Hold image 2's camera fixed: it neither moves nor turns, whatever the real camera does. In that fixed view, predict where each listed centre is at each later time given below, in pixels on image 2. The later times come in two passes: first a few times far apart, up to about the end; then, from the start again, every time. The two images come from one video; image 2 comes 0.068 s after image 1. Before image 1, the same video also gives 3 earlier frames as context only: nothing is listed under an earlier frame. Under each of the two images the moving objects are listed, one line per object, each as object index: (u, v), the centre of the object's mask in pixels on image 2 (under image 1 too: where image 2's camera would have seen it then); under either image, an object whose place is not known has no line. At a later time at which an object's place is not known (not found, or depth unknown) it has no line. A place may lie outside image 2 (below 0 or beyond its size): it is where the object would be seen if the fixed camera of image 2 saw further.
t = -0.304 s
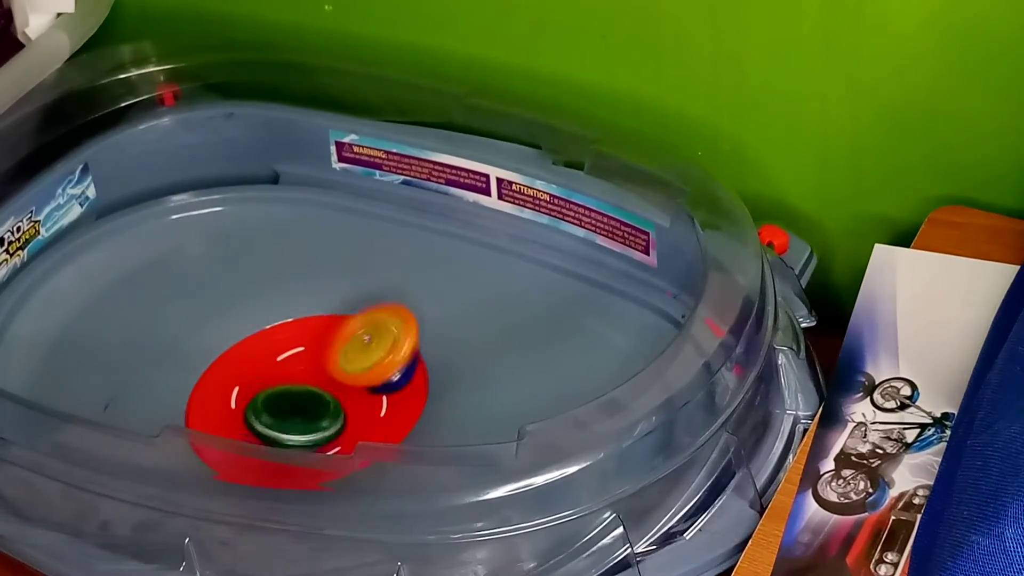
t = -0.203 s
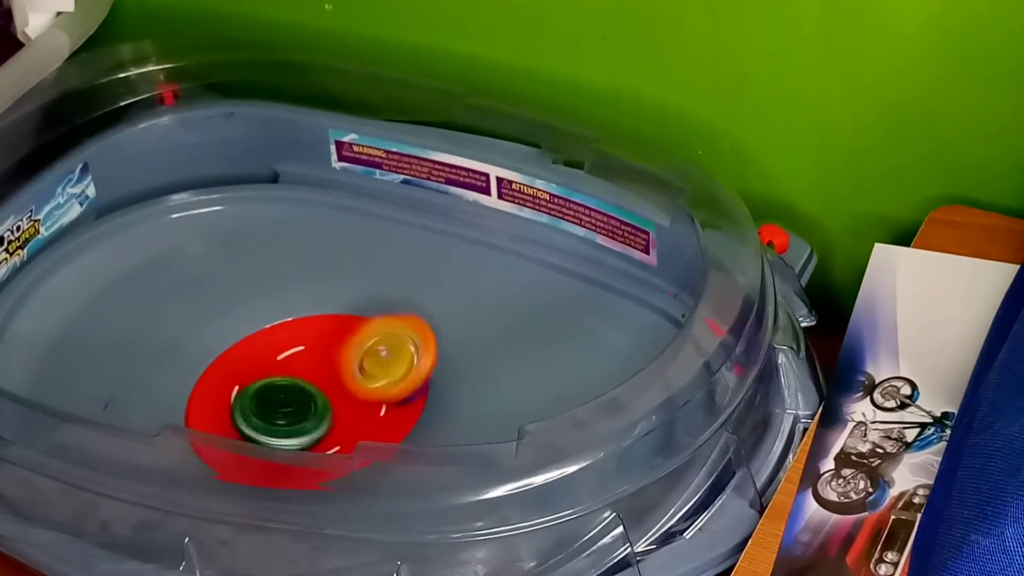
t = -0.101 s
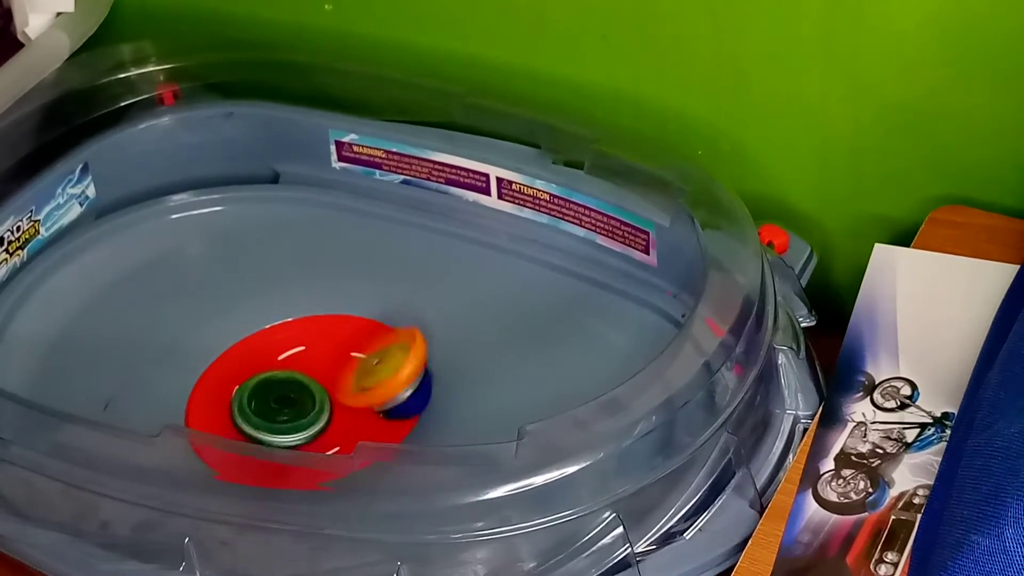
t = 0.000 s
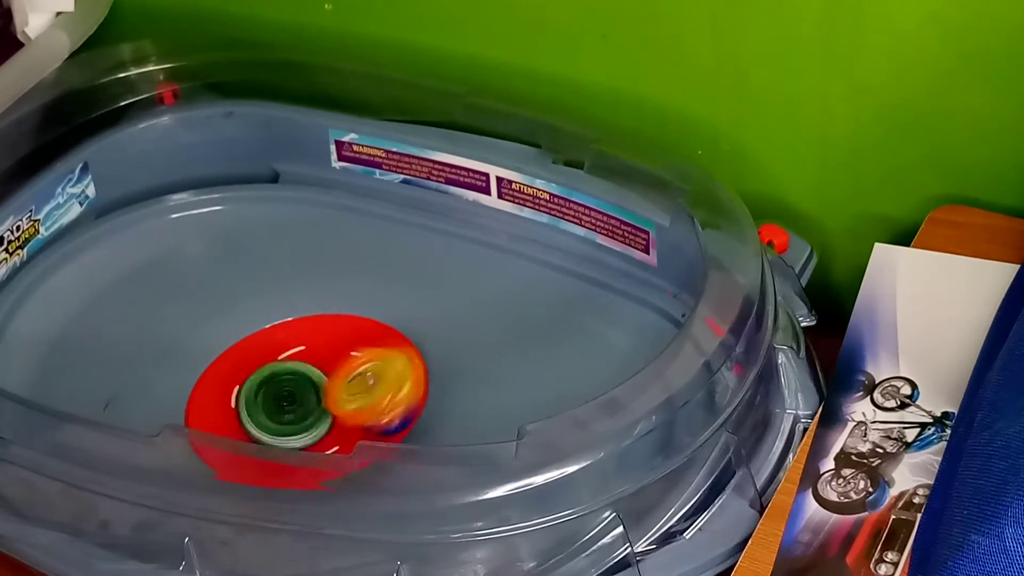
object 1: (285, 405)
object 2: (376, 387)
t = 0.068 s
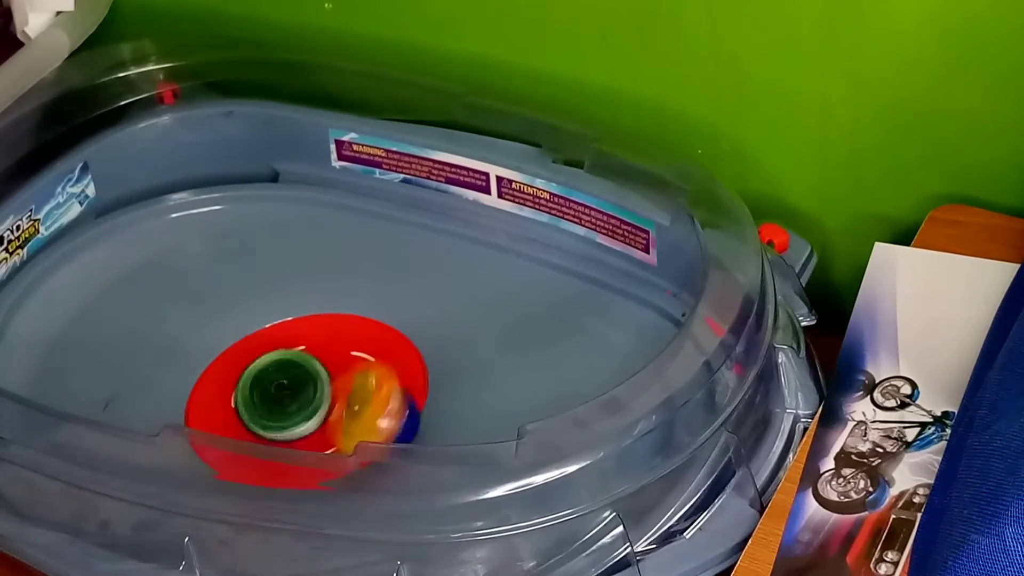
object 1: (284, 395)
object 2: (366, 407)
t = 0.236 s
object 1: (289, 372)
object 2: (319, 421)
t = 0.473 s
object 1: (295, 374)
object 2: (231, 401)
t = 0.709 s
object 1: (303, 387)
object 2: (207, 364)
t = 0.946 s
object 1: (296, 386)
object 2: (221, 377)
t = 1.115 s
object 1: (290, 384)
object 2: (220, 374)
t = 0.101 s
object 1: (285, 387)
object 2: (358, 413)
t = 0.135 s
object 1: (288, 385)
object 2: (350, 415)
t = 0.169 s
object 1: (291, 382)
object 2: (341, 418)
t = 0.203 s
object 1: (291, 378)
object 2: (331, 419)
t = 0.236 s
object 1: (289, 372)
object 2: (319, 421)
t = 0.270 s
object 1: (290, 370)
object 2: (310, 427)
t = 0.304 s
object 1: (292, 370)
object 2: (294, 432)
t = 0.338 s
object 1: (292, 372)
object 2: (278, 431)
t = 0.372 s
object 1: (293, 373)
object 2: (273, 426)
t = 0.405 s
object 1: (291, 375)
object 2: (260, 421)
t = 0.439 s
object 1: (292, 375)
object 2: (244, 412)
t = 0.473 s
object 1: (295, 374)
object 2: (231, 401)
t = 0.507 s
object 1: (297, 376)
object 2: (217, 392)
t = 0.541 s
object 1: (302, 379)
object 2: (203, 388)
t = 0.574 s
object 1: (304, 383)
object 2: (193, 380)
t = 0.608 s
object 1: (302, 386)
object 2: (193, 374)
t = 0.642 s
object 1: (301, 386)
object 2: (194, 369)
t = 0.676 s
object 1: (301, 386)
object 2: (200, 366)
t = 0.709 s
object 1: (303, 387)
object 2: (207, 364)
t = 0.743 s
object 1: (303, 388)
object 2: (212, 364)
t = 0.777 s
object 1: (302, 389)
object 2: (219, 365)
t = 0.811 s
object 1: (301, 390)
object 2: (222, 366)
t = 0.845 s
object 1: (300, 390)
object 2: (223, 369)
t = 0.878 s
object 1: (297, 389)
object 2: (223, 372)
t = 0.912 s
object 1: (295, 387)
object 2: (222, 375)
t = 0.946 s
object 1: (296, 386)
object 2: (221, 377)
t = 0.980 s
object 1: (296, 385)
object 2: (220, 379)
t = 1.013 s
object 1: (297, 384)
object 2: (220, 380)
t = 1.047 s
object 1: (296, 385)
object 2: (220, 379)
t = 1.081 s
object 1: (293, 385)
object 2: (220, 377)
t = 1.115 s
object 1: (290, 384)
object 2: (220, 374)
